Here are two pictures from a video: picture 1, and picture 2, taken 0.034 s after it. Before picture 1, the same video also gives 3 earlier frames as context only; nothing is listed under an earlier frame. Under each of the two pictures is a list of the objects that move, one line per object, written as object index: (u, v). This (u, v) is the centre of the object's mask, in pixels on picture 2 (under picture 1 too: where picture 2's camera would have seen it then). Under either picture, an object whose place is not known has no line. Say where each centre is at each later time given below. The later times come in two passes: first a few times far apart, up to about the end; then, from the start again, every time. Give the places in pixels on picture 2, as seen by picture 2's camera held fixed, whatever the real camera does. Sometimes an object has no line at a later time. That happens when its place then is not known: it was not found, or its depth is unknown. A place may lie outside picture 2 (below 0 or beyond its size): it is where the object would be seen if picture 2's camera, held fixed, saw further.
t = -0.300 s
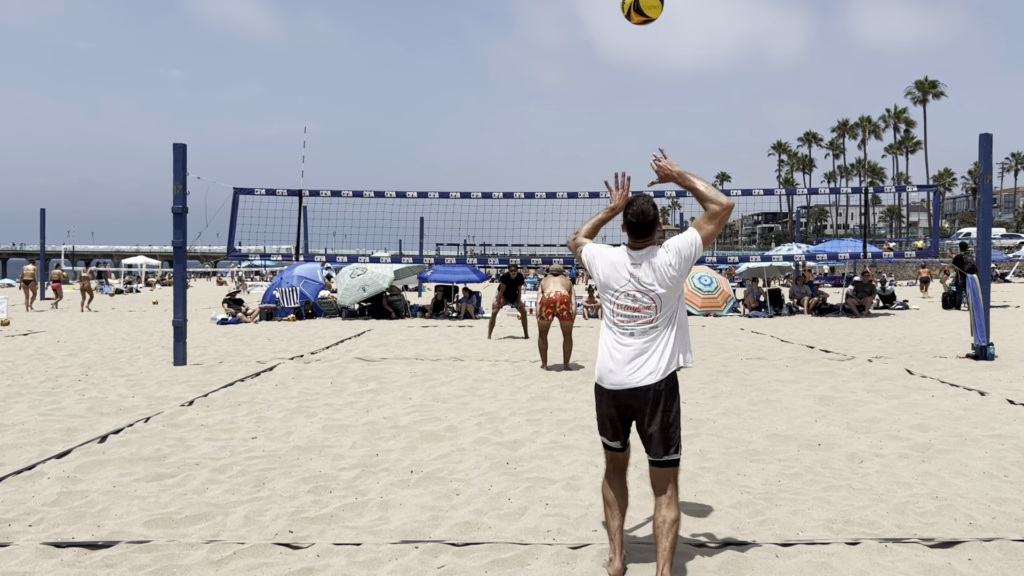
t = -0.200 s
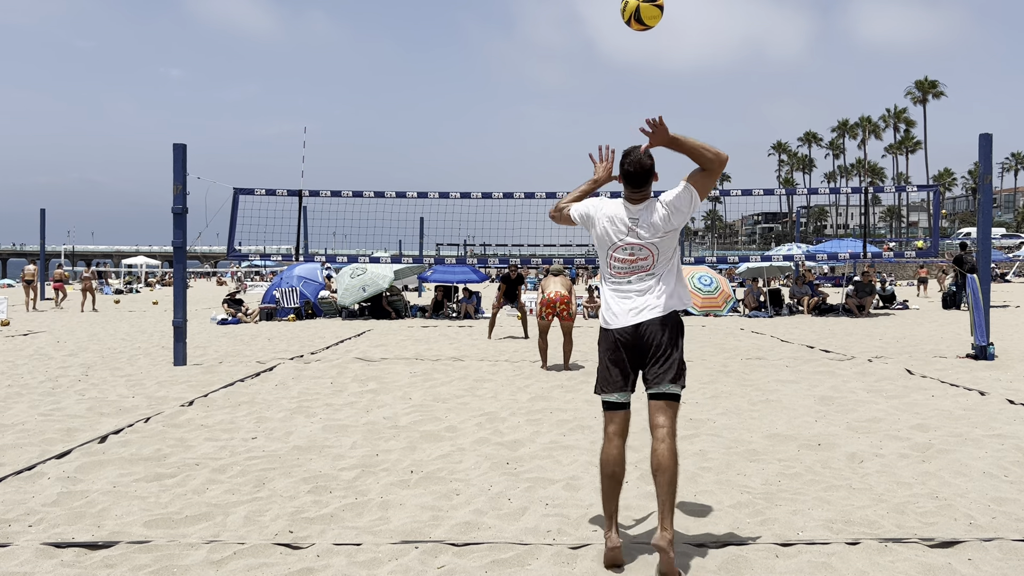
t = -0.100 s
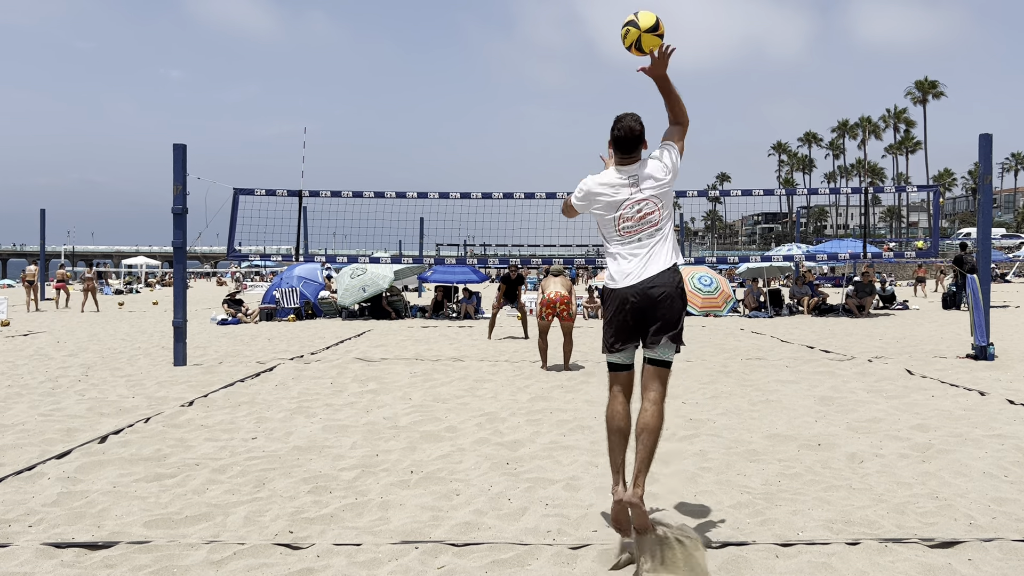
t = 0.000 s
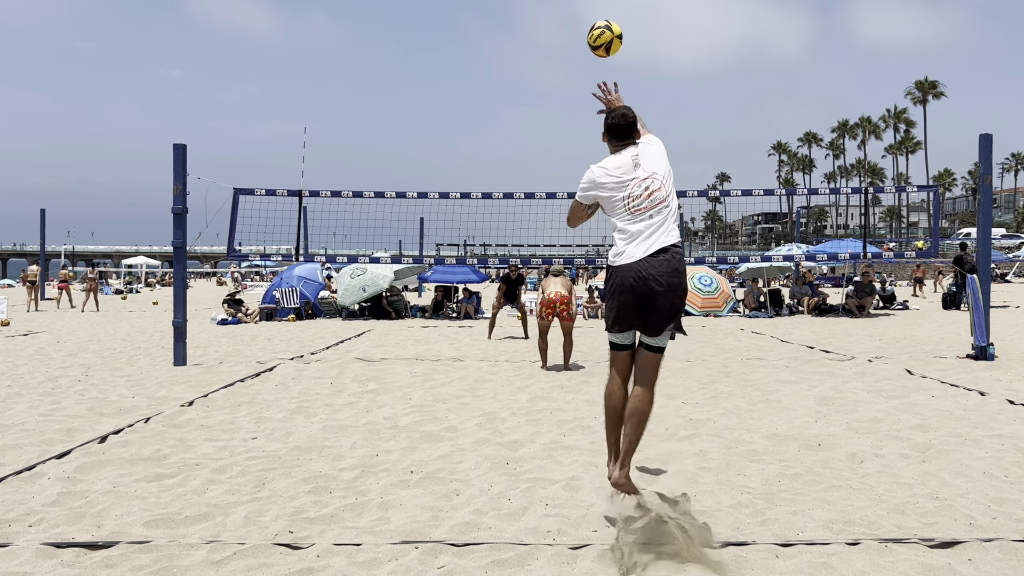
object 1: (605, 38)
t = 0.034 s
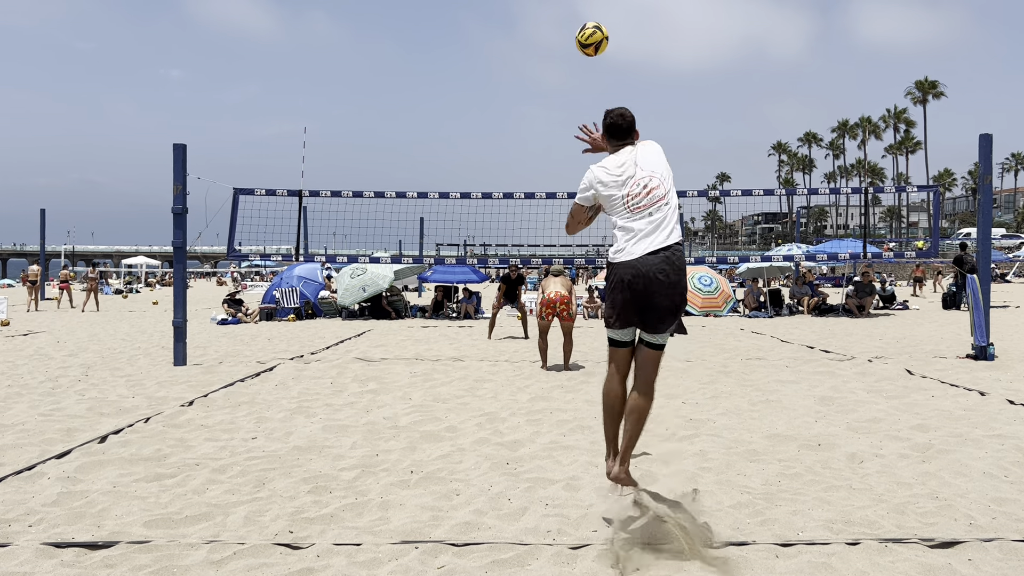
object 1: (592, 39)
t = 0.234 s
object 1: (547, 67)
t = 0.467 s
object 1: (525, 127)
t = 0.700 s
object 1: (516, 197)
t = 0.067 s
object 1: (581, 41)
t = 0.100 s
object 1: (572, 44)
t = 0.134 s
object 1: (565, 48)
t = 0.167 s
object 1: (558, 53)
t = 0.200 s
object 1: (553, 59)
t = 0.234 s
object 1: (547, 67)
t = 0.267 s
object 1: (543, 74)
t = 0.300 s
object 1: (539, 82)
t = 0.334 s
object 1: (535, 91)
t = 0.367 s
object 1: (532, 100)
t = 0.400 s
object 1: (530, 109)
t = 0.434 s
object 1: (527, 118)
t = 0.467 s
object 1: (525, 127)
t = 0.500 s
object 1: (523, 137)
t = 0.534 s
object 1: (521, 146)
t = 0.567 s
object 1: (520, 156)
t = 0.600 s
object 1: (519, 166)
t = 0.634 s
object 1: (518, 176)
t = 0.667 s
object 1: (517, 186)
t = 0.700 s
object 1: (516, 197)
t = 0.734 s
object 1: (515, 207)
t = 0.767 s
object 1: (515, 217)
